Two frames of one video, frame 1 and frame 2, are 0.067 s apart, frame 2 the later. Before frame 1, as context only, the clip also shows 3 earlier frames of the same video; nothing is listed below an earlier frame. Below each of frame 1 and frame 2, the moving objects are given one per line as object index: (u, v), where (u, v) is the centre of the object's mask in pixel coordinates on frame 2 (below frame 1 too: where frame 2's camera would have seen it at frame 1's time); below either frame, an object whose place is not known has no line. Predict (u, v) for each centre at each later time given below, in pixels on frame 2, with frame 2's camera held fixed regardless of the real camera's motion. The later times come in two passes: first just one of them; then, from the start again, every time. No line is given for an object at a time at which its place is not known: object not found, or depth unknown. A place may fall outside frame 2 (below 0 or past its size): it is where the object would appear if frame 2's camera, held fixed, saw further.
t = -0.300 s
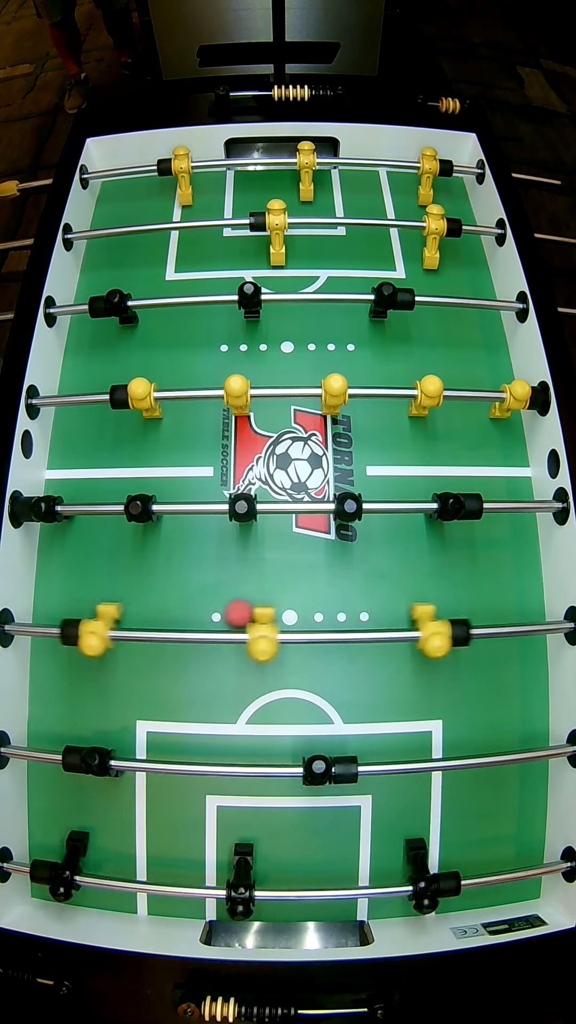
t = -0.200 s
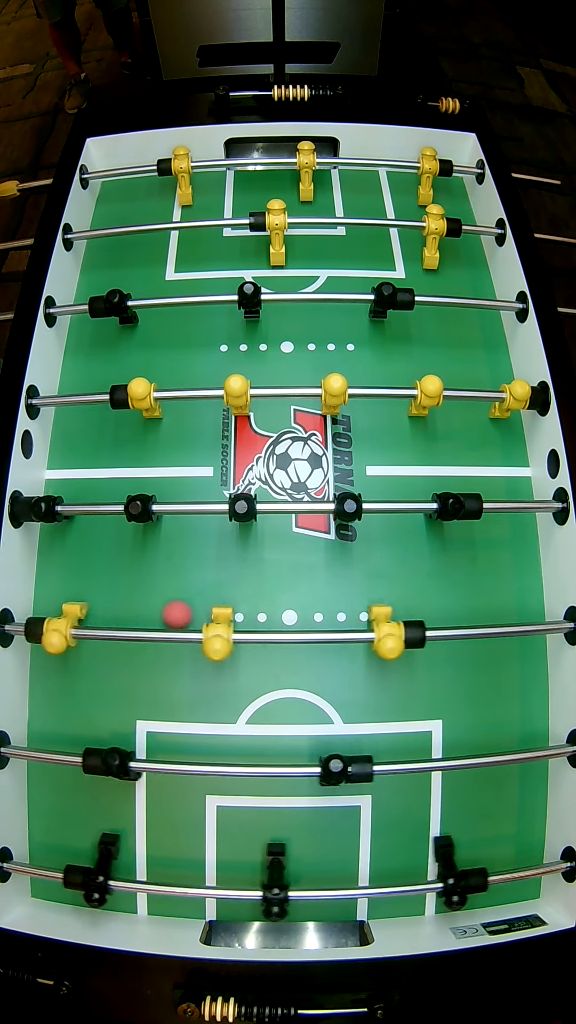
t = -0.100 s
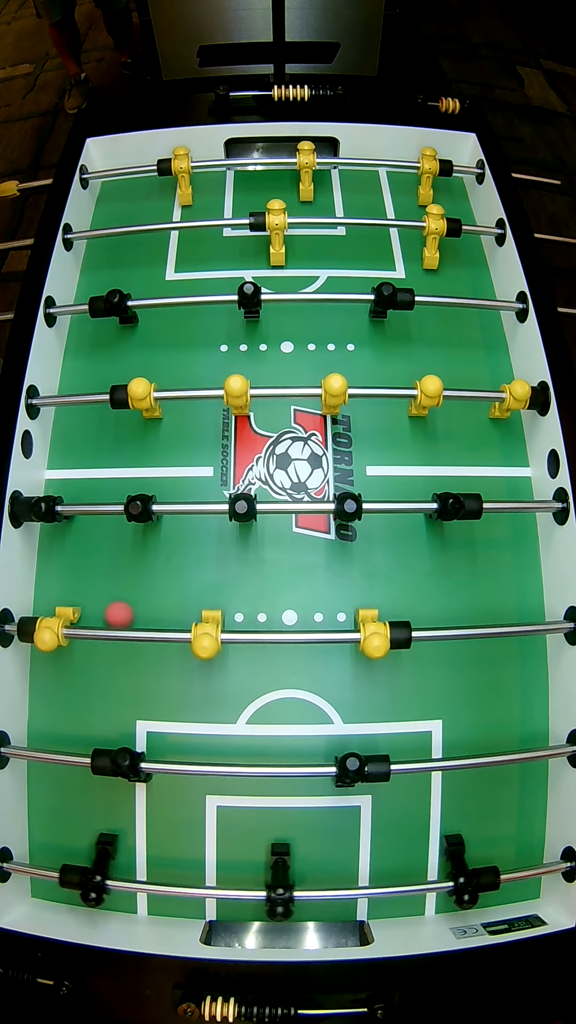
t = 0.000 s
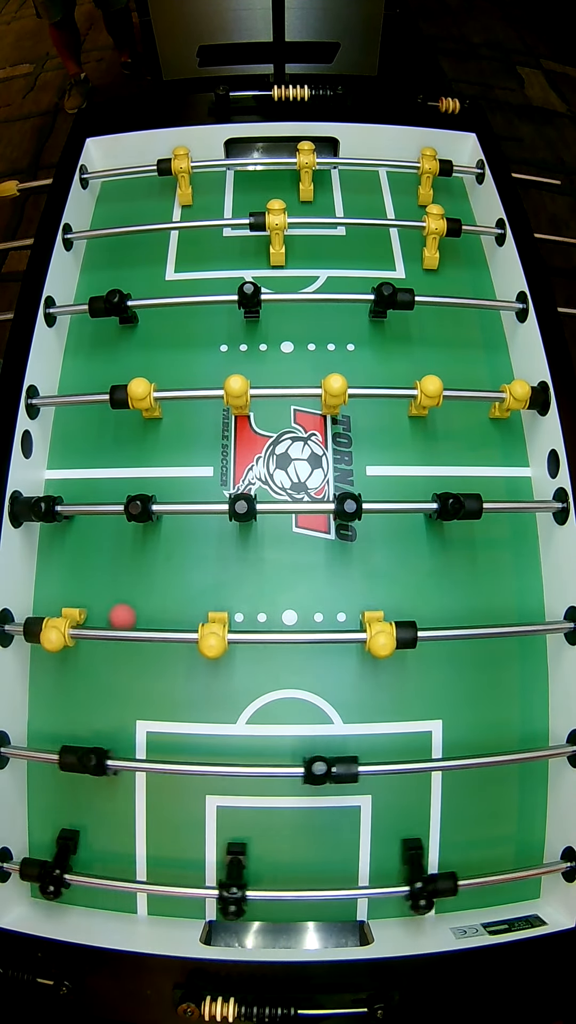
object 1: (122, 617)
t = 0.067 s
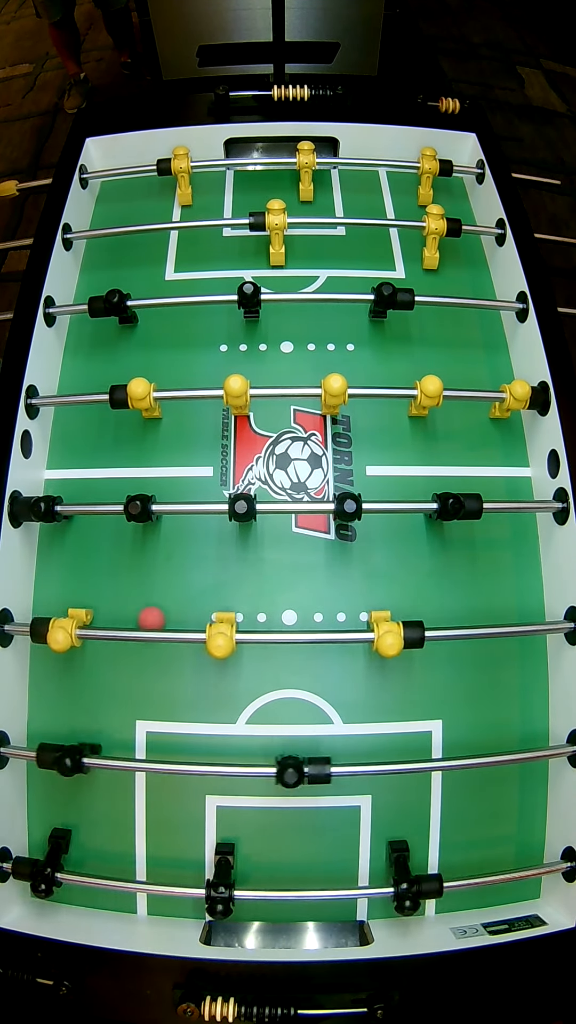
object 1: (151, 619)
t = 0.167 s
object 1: (188, 621)
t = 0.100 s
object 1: (164, 620)
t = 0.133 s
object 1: (176, 621)
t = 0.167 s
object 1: (188, 621)
